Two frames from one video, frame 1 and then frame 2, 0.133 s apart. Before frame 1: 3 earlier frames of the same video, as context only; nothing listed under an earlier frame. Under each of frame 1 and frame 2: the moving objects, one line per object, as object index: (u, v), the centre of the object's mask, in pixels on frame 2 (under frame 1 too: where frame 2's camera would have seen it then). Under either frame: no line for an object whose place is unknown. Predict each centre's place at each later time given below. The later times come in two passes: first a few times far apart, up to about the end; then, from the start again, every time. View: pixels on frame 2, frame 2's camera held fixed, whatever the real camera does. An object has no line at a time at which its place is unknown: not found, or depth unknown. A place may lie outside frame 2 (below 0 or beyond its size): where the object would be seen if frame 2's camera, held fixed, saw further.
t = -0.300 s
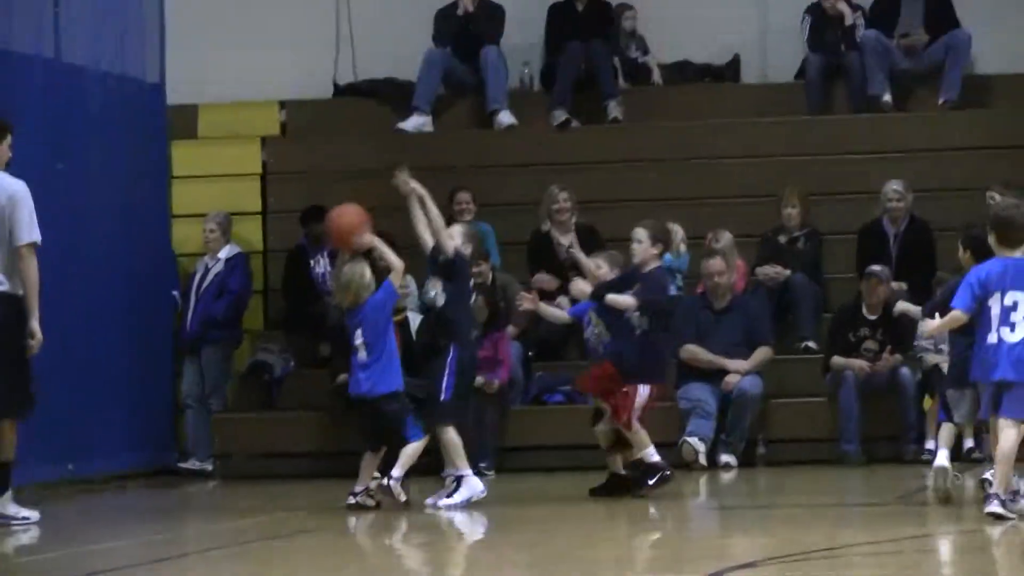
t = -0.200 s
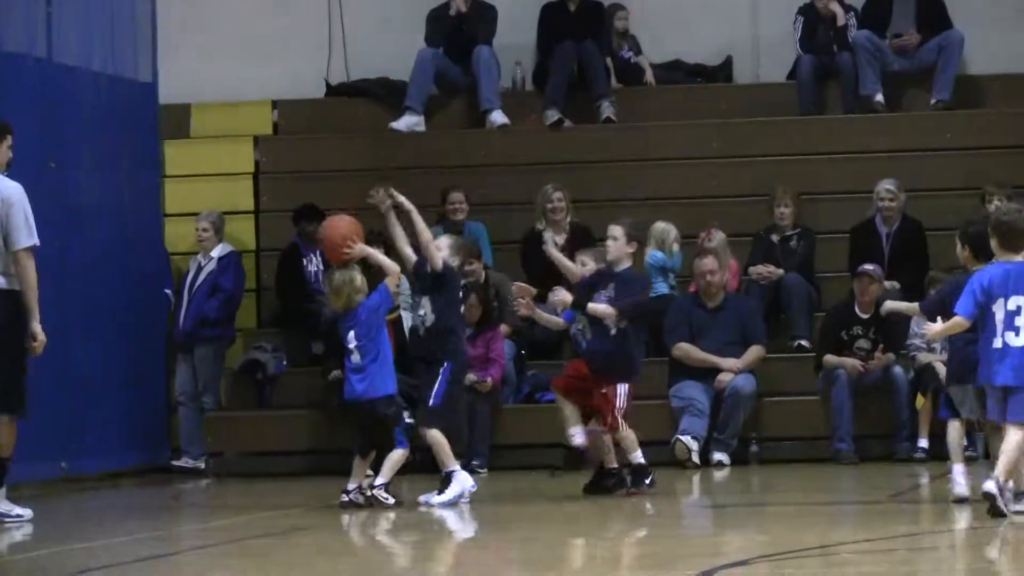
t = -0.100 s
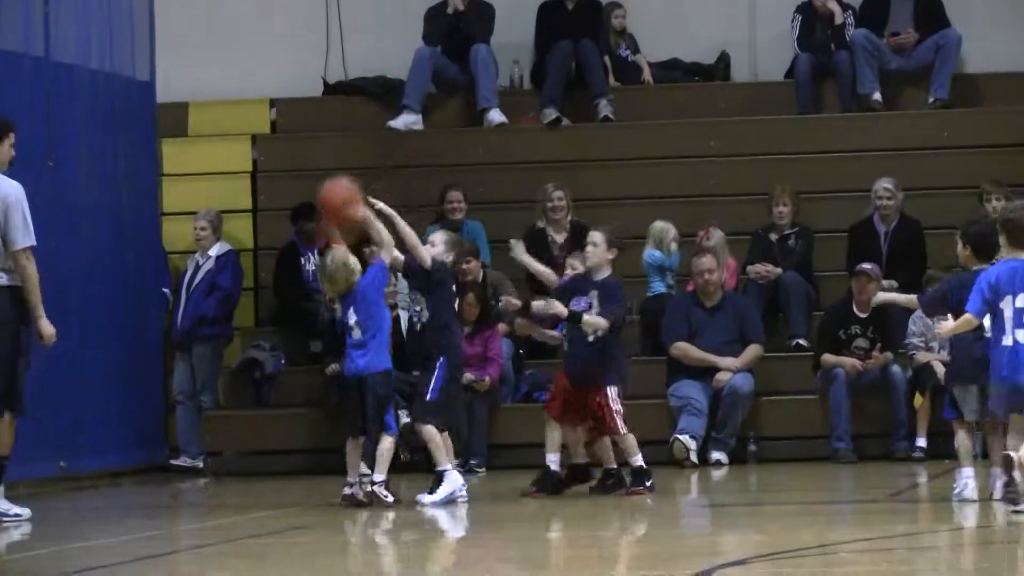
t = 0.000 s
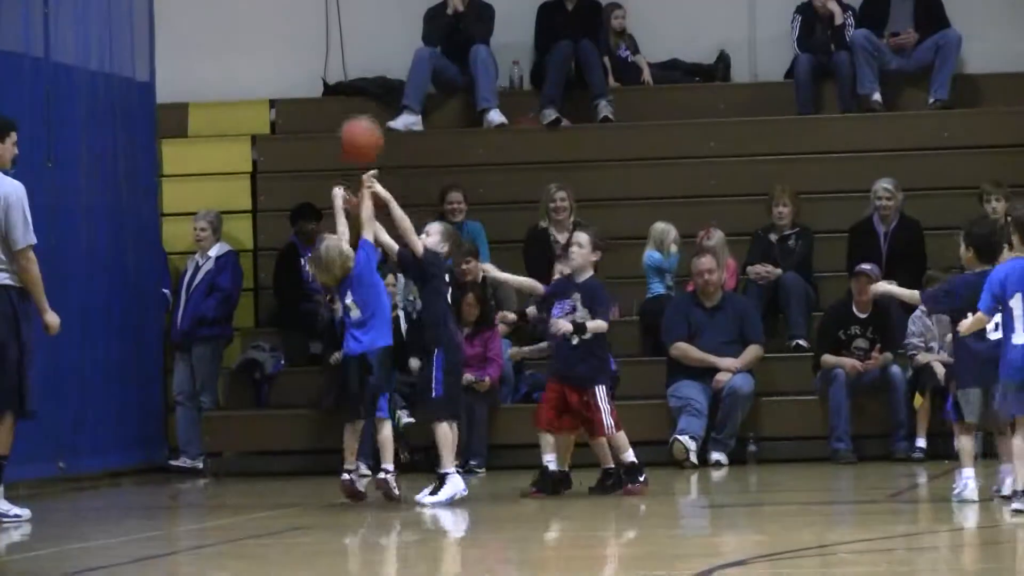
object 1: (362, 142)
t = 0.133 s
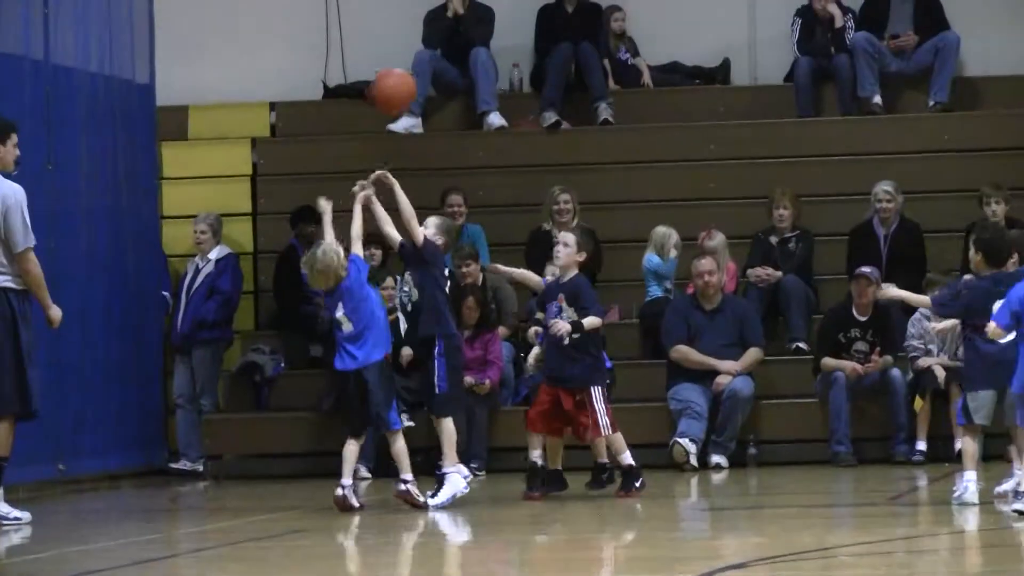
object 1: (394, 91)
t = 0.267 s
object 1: (429, 75)
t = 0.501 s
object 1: (492, 131)
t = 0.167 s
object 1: (402, 85)
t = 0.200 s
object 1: (411, 79)
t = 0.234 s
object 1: (419, 75)
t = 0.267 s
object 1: (429, 75)
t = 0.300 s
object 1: (436, 75)
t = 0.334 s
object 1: (446, 80)
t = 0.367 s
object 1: (453, 85)
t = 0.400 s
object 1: (463, 93)
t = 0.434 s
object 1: (472, 103)
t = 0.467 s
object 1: (482, 115)
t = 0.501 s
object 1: (492, 131)
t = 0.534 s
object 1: (498, 147)
